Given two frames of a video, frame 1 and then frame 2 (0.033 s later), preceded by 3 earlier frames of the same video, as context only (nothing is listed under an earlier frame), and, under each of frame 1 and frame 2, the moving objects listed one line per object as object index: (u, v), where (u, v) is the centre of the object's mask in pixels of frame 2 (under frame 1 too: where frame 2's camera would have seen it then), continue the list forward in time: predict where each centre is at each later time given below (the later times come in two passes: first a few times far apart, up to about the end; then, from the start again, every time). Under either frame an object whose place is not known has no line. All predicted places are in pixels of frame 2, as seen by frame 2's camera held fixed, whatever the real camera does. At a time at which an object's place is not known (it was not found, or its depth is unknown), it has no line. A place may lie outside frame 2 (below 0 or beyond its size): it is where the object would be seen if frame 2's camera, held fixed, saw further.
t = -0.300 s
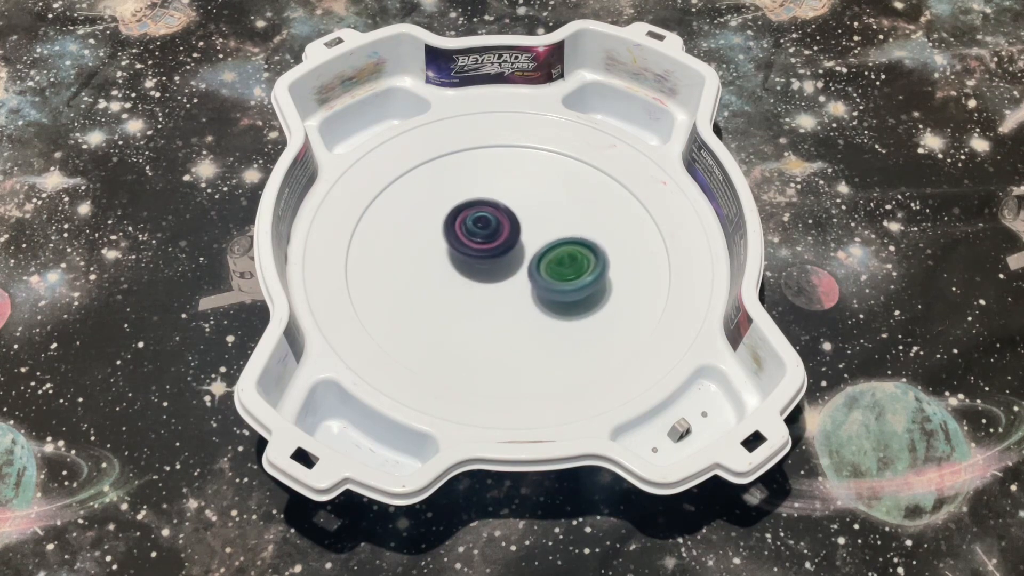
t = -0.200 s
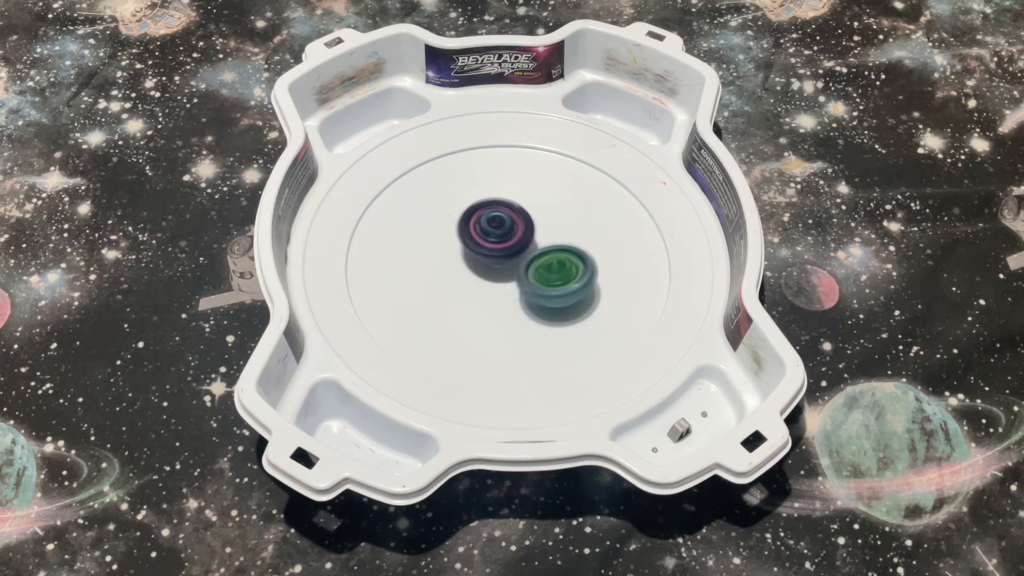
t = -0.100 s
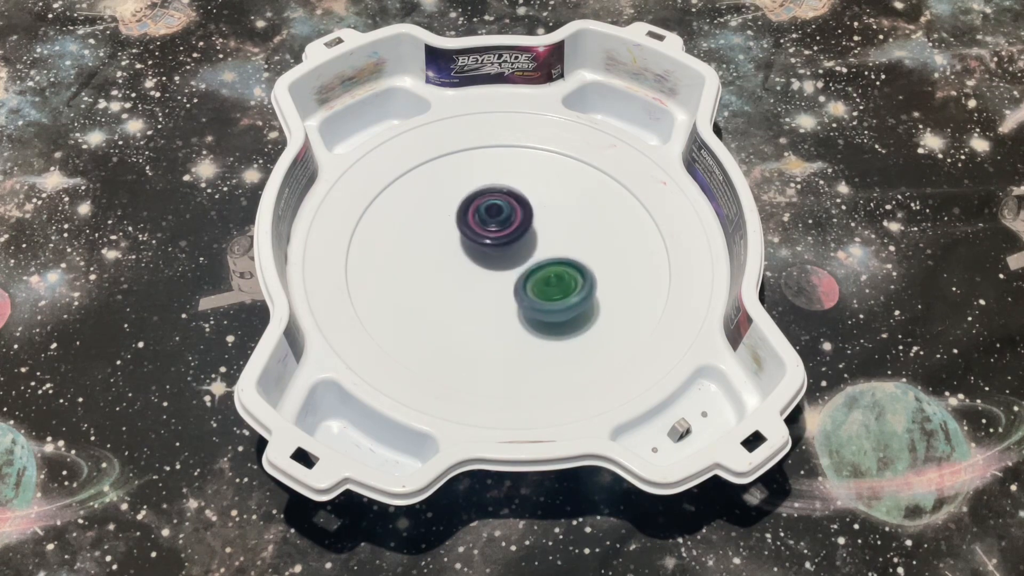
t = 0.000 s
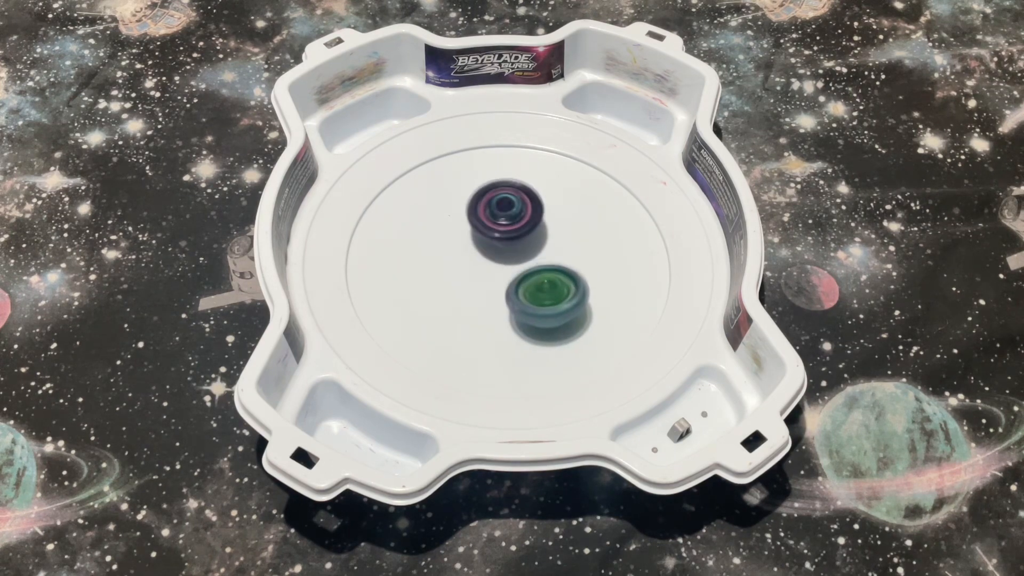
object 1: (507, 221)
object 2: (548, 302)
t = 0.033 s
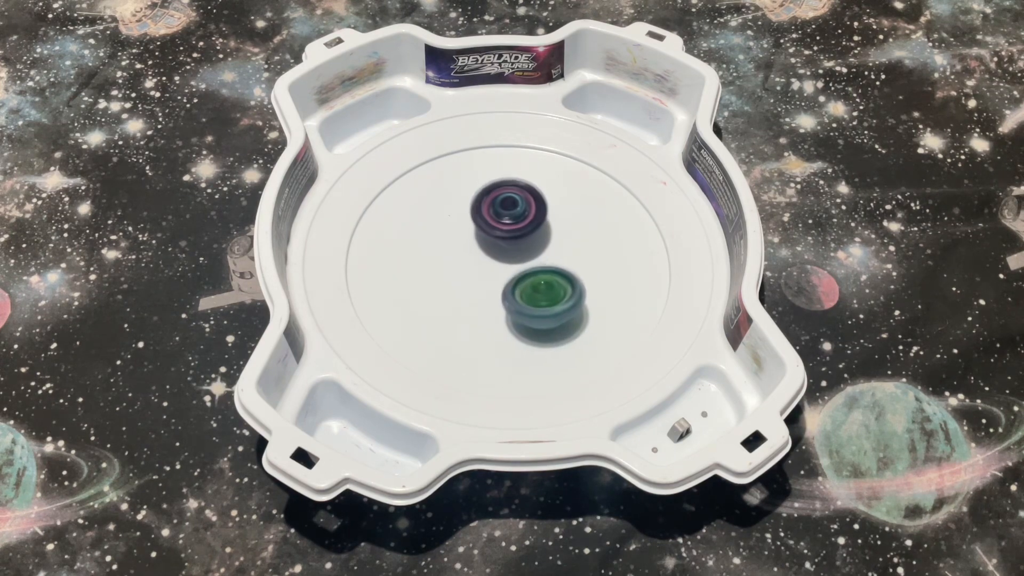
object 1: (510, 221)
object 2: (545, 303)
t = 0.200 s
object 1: (530, 224)
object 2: (525, 301)
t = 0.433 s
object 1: (556, 231)
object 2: (489, 293)
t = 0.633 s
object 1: (572, 240)
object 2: (475, 274)
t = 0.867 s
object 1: (562, 260)
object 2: (475, 244)
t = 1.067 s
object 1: (572, 284)
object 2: (477, 223)
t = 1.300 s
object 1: (542, 291)
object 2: (508, 215)
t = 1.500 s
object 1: (505, 293)
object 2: (538, 211)
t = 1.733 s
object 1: (470, 287)
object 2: (558, 240)
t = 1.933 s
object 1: (467, 266)
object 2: (556, 266)
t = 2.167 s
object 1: (480, 234)
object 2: (538, 289)
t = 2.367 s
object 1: (504, 215)
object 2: (509, 286)
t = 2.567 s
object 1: (537, 218)
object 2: (488, 270)
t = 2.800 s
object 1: (567, 237)
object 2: (485, 248)
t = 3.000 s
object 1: (572, 261)
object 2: (500, 228)
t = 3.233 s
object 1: (552, 286)
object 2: (526, 218)
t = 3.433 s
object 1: (523, 300)
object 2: (549, 227)
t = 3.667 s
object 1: (491, 290)
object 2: (556, 249)
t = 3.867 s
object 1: (453, 283)
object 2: (565, 253)
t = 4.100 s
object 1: (449, 260)
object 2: (548, 260)
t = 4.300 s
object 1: (460, 237)
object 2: (543, 263)
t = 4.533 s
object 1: (478, 210)
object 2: (545, 267)
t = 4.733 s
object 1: (500, 198)
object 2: (546, 268)
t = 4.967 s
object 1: (532, 202)
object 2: (535, 270)
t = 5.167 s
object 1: (553, 211)
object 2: (526, 278)
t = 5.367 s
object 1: (564, 228)
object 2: (510, 279)
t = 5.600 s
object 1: (578, 241)
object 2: (489, 274)
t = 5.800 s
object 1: (570, 256)
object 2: (487, 261)
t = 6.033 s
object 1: (574, 270)
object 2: (487, 247)
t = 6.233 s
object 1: (594, 296)
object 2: (473, 226)
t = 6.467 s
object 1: (581, 308)
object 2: (487, 232)
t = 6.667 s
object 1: (543, 299)
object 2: (494, 240)
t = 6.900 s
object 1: (520, 297)
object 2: (489, 230)
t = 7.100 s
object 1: (512, 297)
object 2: (494, 225)
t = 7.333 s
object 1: (515, 308)
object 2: (509, 218)
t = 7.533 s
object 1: (518, 303)
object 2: (515, 225)
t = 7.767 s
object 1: (528, 290)
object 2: (516, 220)
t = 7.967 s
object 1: (530, 284)
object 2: (510, 215)
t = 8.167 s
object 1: (531, 284)
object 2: (515, 209)
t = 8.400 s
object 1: (534, 283)
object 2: (513, 211)
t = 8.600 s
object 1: (539, 280)
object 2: (506, 215)
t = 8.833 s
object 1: (542, 275)
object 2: (501, 210)
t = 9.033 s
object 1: (544, 280)
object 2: (501, 209)
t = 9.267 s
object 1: (539, 281)
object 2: (493, 220)
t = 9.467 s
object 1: (530, 278)
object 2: (487, 221)
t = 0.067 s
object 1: (514, 220)
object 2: (541, 304)
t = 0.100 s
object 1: (518, 221)
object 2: (537, 304)
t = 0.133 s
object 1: (522, 221)
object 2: (533, 303)
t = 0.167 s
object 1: (526, 222)
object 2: (529, 302)
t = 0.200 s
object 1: (530, 224)
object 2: (525, 301)
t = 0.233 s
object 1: (533, 226)
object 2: (520, 300)
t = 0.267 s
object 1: (536, 228)
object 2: (516, 298)
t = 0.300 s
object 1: (540, 230)
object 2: (512, 296)
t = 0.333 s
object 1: (542, 233)
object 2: (508, 293)
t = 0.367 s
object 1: (547, 233)
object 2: (500, 295)
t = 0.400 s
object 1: (552, 231)
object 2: (493, 295)
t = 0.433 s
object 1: (556, 231)
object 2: (489, 293)
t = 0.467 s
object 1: (560, 232)
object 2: (485, 291)
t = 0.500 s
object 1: (564, 232)
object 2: (482, 288)
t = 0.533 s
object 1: (566, 234)
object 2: (479, 285)
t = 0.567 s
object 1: (569, 235)
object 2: (477, 281)
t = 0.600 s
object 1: (571, 237)
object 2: (476, 278)
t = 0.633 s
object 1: (572, 240)
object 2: (475, 274)
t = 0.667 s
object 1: (572, 242)
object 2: (474, 270)
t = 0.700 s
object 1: (571, 245)
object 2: (474, 265)
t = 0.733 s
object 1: (570, 248)
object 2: (474, 261)
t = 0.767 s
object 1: (567, 251)
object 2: (475, 257)
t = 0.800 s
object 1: (564, 254)
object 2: (476, 253)
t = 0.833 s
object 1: (560, 257)
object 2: (478, 249)
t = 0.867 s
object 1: (562, 260)
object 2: (475, 244)
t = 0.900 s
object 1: (569, 265)
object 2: (469, 239)
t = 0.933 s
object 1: (572, 269)
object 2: (467, 235)
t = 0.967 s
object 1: (573, 273)
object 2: (469, 231)
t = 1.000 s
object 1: (574, 277)
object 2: (471, 228)
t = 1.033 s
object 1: (573, 280)
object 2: (474, 225)
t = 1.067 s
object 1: (572, 284)
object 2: (477, 223)
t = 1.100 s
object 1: (569, 286)
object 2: (481, 221)
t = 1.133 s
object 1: (567, 289)
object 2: (485, 219)
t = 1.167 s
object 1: (563, 290)
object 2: (489, 218)
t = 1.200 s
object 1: (559, 292)
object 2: (494, 217)
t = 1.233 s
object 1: (554, 292)
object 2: (499, 216)
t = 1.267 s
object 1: (548, 292)
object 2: (504, 216)
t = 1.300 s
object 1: (542, 291)
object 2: (508, 215)
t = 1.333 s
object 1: (536, 289)
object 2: (513, 215)
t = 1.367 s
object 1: (531, 286)
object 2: (518, 214)
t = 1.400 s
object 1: (526, 284)
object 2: (524, 214)
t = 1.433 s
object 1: (519, 287)
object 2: (530, 214)
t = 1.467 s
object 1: (512, 292)
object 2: (535, 215)
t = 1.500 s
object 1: (505, 293)
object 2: (538, 211)
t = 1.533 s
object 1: (499, 294)
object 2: (543, 218)
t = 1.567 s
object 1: (492, 294)
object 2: (546, 221)
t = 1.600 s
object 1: (487, 293)
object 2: (549, 224)
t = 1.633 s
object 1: (482, 292)
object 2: (552, 228)
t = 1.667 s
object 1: (477, 290)
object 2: (555, 232)
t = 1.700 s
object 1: (473, 289)
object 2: (557, 236)
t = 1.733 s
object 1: (470, 287)
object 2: (558, 240)
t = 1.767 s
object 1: (467, 284)
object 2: (559, 245)
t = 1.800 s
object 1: (466, 281)
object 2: (560, 249)
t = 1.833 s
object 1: (465, 277)
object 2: (560, 253)
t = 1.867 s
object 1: (465, 274)
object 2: (559, 257)
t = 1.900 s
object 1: (466, 270)
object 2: (558, 262)
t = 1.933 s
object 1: (467, 266)
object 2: (556, 266)
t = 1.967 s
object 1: (470, 262)
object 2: (553, 271)
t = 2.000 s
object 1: (473, 257)
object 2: (550, 274)
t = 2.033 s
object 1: (474, 253)
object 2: (549, 278)
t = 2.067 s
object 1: (474, 248)
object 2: (549, 281)
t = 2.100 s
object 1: (476, 243)
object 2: (546, 284)
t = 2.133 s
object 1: (477, 238)
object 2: (542, 287)
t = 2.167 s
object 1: (480, 234)
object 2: (538, 289)
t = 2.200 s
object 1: (483, 229)
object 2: (534, 290)
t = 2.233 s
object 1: (486, 225)
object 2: (528, 288)
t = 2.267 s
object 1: (490, 222)
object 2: (523, 289)
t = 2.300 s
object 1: (495, 220)
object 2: (518, 288)
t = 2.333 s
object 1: (499, 217)
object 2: (513, 288)
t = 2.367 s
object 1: (504, 215)
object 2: (509, 286)
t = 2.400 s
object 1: (510, 214)
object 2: (505, 284)
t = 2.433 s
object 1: (515, 214)
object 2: (500, 282)
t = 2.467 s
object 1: (521, 214)
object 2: (496, 280)
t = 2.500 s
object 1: (526, 215)
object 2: (493, 277)
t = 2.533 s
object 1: (532, 216)
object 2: (490, 274)
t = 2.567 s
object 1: (537, 218)
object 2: (488, 270)
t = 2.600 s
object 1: (541, 221)
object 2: (487, 267)
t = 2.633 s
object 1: (546, 224)
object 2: (485, 263)
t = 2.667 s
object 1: (550, 226)
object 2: (484, 262)
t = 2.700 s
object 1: (555, 228)
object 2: (484, 259)
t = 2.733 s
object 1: (560, 231)
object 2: (484, 255)
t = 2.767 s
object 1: (564, 234)
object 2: (484, 251)
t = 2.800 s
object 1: (567, 237)
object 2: (485, 248)
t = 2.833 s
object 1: (569, 241)
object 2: (487, 244)
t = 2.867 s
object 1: (571, 245)
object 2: (489, 241)
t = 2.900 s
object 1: (573, 249)
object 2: (492, 237)
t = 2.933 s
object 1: (573, 253)
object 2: (494, 234)
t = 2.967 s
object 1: (572, 257)
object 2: (497, 231)
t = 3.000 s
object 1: (572, 261)
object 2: (500, 228)
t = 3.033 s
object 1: (572, 265)
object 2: (503, 226)
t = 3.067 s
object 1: (570, 269)
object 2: (506, 224)
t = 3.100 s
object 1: (568, 273)
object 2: (510, 222)
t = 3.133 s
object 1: (565, 278)
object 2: (514, 221)
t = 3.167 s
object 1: (562, 280)
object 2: (518, 219)
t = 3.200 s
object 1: (558, 283)
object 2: (522, 218)
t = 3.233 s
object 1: (552, 286)
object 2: (526, 218)
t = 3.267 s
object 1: (548, 289)
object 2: (531, 218)
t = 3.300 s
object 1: (544, 292)
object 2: (536, 219)
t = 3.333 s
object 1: (538, 295)
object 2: (540, 220)
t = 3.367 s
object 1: (533, 297)
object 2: (543, 221)
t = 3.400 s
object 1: (528, 299)
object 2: (546, 224)
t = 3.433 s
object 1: (523, 300)
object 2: (549, 227)
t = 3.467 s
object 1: (518, 300)
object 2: (551, 229)
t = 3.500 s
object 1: (512, 300)
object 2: (553, 232)
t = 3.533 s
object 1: (508, 299)
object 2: (555, 236)
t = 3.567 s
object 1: (503, 298)
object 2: (556, 239)
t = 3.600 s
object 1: (499, 296)
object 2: (557, 242)
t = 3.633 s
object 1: (495, 294)
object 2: (556, 246)
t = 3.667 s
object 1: (491, 290)
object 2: (556, 249)
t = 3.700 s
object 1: (485, 289)
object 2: (557, 252)
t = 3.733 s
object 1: (475, 289)
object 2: (563, 249)
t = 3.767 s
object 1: (469, 289)
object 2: (566, 249)
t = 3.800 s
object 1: (463, 287)
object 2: (566, 251)
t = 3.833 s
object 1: (457, 285)
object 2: (566, 252)
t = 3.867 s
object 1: (453, 283)
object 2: (565, 253)
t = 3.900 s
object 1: (449, 280)
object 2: (564, 254)
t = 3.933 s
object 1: (447, 277)
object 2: (562, 255)
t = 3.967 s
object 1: (446, 274)
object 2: (560, 256)
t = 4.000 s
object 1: (445, 270)
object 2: (557, 258)
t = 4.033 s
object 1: (445, 267)
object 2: (554, 258)
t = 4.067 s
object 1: (447, 263)
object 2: (551, 259)
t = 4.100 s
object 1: (449, 260)
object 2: (548, 260)
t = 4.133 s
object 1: (452, 257)
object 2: (544, 261)
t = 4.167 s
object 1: (457, 253)
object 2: (540, 261)
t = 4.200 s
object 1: (457, 250)
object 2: (540, 262)
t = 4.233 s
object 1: (455, 244)
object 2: (543, 263)
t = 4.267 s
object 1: (458, 241)
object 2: (545, 263)
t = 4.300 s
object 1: (460, 237)
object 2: (543, 263)
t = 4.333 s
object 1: (462, 232)
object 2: (542, 263)
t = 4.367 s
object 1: (466, 229)
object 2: (542, 263)
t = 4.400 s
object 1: (469, 226)
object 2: (540, 262)
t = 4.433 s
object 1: (473, 222)
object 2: (539, 262)
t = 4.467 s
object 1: (474, 218)
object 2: (540, 263)
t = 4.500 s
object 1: (475, 213)
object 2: (544, 265)
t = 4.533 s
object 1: (478, 210)
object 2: (545, 267)
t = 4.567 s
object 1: (481, 206)
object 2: (545, 267)
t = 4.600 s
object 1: (484, 204)
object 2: (547, 267)
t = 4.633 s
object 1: (488, 201)
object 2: (547, 268)
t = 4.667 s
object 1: (492, 199)
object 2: (547, 268)
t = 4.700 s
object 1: (495, 199)
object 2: (546, 268)
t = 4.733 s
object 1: (500, 198)
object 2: (546, 268)
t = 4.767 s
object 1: (504, 198)
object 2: (545, 268)
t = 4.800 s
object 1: (508, 198)
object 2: (544, 268)
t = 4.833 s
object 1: (513, 199)
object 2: (543, 268)
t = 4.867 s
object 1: (518, 200)
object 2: (541, 267)
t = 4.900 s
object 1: (521, 200)
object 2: (540, 267)
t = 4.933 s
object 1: (526, 201)
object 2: (537, 269)
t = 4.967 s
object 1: (532, 202)
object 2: (535, 270)
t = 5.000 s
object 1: (535, 202)
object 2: (534, 273)
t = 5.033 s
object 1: (538, 203)
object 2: (532, 274)
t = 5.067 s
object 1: (543, 205)
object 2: (531, 276)
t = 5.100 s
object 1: (546, 206)
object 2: (529, 277)
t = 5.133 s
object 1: (550, 208)
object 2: (527, 277)
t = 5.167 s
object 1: (553, 211)
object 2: (526, 278)
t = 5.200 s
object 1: (555, 213)
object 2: (524, 278)
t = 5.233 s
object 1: (558, 217)
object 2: (522, 278)
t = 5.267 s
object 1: (560, 219)
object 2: (518, 279)
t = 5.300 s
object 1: (561, 222)
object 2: (514, 280)
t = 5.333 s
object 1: (564, 225)
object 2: (513, 279)
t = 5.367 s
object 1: (564, 228)
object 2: (510, 279)
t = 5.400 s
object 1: (566, 231)
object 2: (507, 278)
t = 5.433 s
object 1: (568, 234)
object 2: (504, 278)
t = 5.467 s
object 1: (571, 234)
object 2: (499, 278)
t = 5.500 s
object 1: (573, 235)
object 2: (495, 278)
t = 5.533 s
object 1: (576, 237)
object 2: (494, 277)
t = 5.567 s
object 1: (577, 239)
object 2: (491, 275)
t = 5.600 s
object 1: (578, 241)
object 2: (489, 274)
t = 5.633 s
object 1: (578, 244)
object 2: (488, 272)
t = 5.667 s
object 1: (577, 246)
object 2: (487, 270)
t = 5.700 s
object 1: (576, 249)
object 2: (487, 268)
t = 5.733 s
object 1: (574, 251)
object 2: (487, 265)
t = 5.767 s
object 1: (571, 254)
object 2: (488, 263)
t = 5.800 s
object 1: (570, 256)
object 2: (487, 261)
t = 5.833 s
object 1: (576, 258)
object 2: (481, 259)
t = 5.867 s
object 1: (578, 260)
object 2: (478, 255)
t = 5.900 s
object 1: (578, 262)
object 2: (480, 253)
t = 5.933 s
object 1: (578, 264)
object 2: (481, 252)
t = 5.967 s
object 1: (577, 266)
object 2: (482, 250)
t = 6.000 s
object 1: (575, 268)
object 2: (484, 248)
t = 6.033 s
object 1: (574, 270)
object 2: (487, 247)
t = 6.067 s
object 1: (571, 271)
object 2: (489, 246)
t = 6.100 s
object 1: (568, 272)
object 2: (492, 244)
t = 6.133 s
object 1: (572, 276)
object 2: (490, 241)
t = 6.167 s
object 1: (582, 283)
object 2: (481, 234)
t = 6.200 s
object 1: (591, 290)
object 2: (475, 229)
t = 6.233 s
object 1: (594, 296)
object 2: (473, 226)
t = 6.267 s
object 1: (597, 299)
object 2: (475, 225)
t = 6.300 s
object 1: (596, 302)
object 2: (478, 226)
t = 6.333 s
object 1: (595, 304)
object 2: (479, 226)
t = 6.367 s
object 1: (593, 307)
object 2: (481, 228)
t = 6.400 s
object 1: (590, 307)
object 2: (483, 229)
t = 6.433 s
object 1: (586, 309)
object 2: (485, 230)
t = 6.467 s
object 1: (581, 308)
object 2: (487, 232)
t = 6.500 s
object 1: (576, 308)
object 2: (489, 235)
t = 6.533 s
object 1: (570, 307)
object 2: (492, 238)
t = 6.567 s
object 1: (564, 305)
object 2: (494, 241)
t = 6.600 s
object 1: (556, 303)
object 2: (495, 243)
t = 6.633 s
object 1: (547, 299)
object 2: (495, 244)
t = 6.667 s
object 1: (543, 299)
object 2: (494, 240)
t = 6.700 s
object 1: (540, 298)
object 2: (493, 237)
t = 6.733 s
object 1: (534, 296)
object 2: (493, 235)
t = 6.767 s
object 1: (532, 297)
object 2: (493, 235)
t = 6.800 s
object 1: (529, 297)
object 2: (491, 233)
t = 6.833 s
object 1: (525, 297)
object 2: (489, 232)
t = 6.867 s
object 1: (523, 297)
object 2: (488, 231)
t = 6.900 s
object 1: (520, 297)
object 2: (489, 230)
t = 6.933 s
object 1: (518, 297)
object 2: (488, 230)
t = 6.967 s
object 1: (516, 296)
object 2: (488, 229)
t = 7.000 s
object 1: (514, 296)
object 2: (489, 228)
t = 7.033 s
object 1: (512, 296)
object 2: (490, 227)
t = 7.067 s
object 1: (513, 297)
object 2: (492, 226)
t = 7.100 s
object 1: (512, 297)
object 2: (494, 225)
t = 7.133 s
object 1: (511, 297)
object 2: (495, 225)
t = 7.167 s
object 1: (510, 297)
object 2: (497, 225)
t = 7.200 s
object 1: (510, 296)
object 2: (498, 225)
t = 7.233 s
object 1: (509, 297)
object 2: (500, 224)
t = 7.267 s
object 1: (512, 304)
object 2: (502, 221)
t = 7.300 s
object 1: (514, 307)
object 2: (506, 218)
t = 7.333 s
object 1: (515, 308)
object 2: (509, 218)
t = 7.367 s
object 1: (513, 309)
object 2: (510, 219)
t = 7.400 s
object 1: (515, 309)
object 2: (510, 220)
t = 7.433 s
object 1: (515, 309)
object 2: (511, 220)
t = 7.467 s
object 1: (517, 307)
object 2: (513, 222)
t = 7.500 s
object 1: (517, 306)
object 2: (515, 224)
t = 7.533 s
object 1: (518, 303)
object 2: (515, 225)
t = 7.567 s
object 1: (518, 301)
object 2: (515, 226)
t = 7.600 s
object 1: (520, 297)
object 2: (515, 227)
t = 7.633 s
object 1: (521, 295)
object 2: (516, 224)
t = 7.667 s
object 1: (524, 293)
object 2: (516, 223)
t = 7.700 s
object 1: (525, 292)
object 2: (517, 222)
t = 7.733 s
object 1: (526, 291)
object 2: (517, 221)
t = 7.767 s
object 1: (528, 290)
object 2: (516, 220)
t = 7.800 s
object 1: (529, 290)
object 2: (515, 219)
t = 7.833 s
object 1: (530, 289)
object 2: (514, 218)
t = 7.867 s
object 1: (528, 288)
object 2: (512, 218)
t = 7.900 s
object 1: (529, 287)
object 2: (510, 217)
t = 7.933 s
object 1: (530, 286)
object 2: (510, 216)
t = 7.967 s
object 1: (530, 284)
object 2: (510, 215)
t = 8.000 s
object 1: (531, 284)
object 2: (511, 213)
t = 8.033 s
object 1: (532, 283)
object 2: (513, 212)
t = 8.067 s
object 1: (530, 283)
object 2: (511, 211)
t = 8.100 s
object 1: (531, 285)
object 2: (512, 210)
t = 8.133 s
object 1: (533, 284)
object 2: (514, 209)
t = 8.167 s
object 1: (531, 284)
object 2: (515, 209)
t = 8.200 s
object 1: (532, 284)
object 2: (514, 210)
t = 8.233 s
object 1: (533, 284)
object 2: (513, 211)
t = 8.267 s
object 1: (533, 283)
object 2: (513, 212)
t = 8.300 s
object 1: (534, 285)
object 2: (513, 212)
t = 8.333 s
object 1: (536, 285)
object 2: (512, 210)
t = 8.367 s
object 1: (536, 283)
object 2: (512, 210)
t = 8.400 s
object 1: (534, 283)
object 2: (513, 211)
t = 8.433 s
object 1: (535, 283)
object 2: (510, 213)
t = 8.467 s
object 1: (538, 283)
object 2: (509, 215)
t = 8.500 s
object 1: (540, 282)
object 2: (508, 216)
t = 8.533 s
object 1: (538, 281)
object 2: (509, 216)
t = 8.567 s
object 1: (537, 281)
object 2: (507, 216)
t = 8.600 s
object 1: (539, 280)
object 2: (506, 215)
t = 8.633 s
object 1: (541, 279)
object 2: (505, 216)
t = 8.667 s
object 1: (542, 278)
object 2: (504, 215)
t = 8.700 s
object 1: (540, 278)
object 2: (504, 213)
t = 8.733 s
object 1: (540, 278)
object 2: (503, 213)
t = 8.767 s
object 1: (541, 276)
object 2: (500, 213)
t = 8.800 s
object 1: (541, 275)
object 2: (500, 212)
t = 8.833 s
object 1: (542, 275)
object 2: (501, 210)
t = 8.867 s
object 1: (540, 275)
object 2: (502, 209)
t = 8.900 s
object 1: (539, 274)
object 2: (502, 210)
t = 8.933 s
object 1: (542, 276)
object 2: (500, 209)
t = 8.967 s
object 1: (545, 279)
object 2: (501, 209)
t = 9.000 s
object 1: (546, 280)
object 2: (501, 208)
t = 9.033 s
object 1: (544, 280)
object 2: (501, 209)
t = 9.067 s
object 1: (543, 282)
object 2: (500, 211)
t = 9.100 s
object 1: (545, 283)
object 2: (500, 213)
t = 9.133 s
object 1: (544, 283)
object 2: (499, 214)
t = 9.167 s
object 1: (543, 282)
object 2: (498, 215)
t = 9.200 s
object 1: (542, 281)
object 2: (497, 217)
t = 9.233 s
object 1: (540, 282)
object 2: (495, 219)
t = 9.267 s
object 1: (539, 281)
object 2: (493, 220)
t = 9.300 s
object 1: (538, 278)
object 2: (491, 221)
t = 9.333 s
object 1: (535, 278)
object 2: (490, 223)
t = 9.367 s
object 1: (532, 277)
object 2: (489, 223)
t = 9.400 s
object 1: (530, 276)
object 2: (487, 223)
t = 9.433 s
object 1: (529, 276)
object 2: (486, 222)
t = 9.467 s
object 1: (530, 278)
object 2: (487, 221)
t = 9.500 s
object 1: (527, 278)
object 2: (486, 219)
